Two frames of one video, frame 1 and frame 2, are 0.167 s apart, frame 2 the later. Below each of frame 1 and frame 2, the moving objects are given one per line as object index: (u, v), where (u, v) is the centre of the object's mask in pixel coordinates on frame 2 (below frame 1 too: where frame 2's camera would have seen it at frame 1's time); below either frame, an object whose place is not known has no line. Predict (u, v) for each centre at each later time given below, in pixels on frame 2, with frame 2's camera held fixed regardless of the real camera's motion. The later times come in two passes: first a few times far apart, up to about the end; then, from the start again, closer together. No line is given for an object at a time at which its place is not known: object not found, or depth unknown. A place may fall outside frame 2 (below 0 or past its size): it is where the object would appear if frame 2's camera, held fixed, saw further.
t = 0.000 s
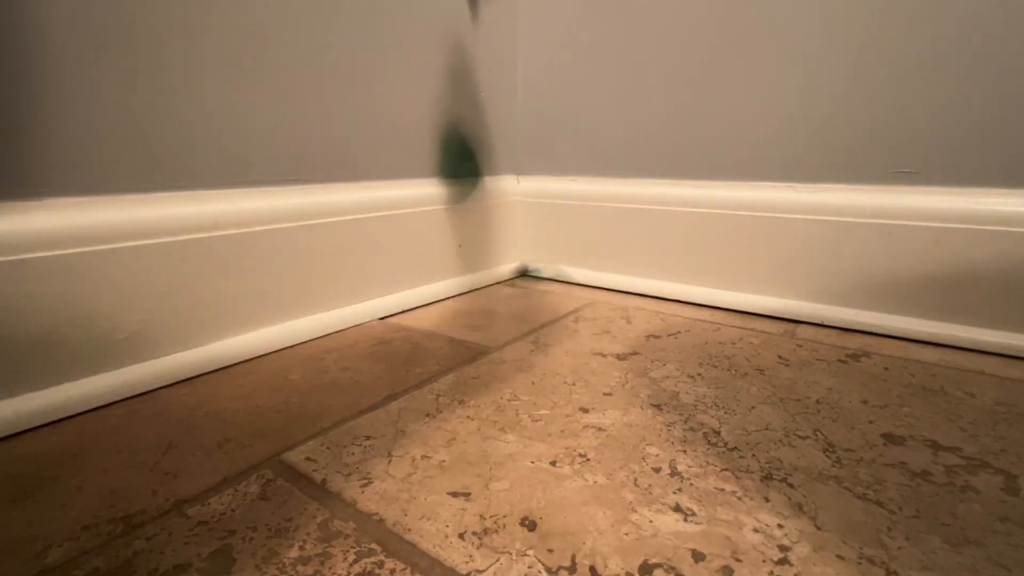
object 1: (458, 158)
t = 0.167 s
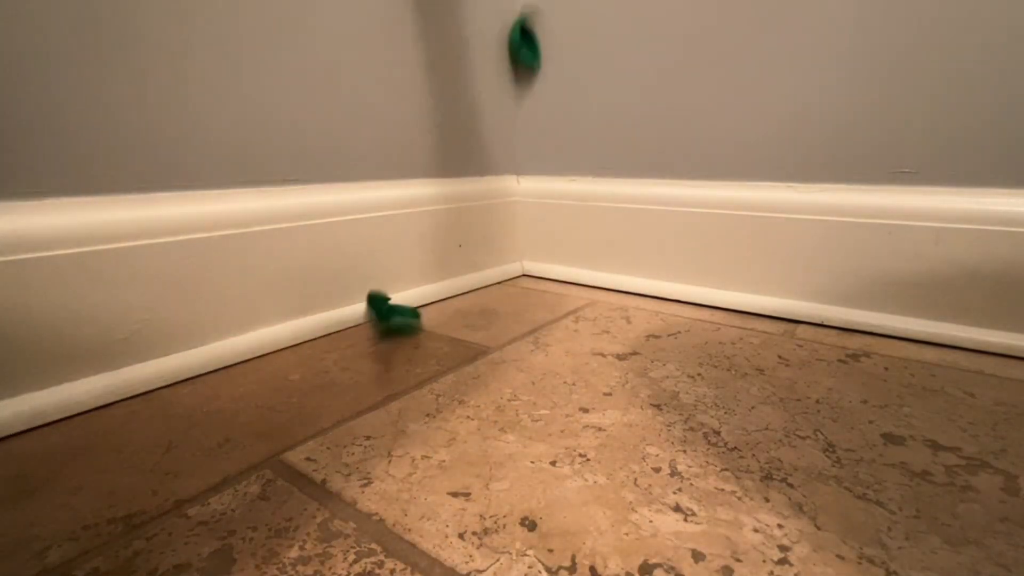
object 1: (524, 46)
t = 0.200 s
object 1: (522, 53)
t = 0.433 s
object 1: (520, 187)
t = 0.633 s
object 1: (563, 275)
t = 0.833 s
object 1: (571, 286)
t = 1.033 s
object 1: (573, 287)
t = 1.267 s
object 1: (573, 288)
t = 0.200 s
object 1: (522, 53)
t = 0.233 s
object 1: (522, 62)
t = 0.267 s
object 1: (524, 80)
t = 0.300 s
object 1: (522, 103)
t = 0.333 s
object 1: (521, 131)
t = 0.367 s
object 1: (519, 162)
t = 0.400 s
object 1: (517, 183)
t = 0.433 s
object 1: (520, 187)
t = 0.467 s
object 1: (529, 196)
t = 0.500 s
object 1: (541, 216)
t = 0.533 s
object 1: (550, 242)
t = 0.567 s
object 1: (561, 273)
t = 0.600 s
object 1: (562, 277)
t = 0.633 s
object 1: (563, 275)
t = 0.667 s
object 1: (566, 277)
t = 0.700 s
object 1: (567, 282)
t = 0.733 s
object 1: (567, 283)
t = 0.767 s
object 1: (569, 284)
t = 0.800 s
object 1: (571, 285)
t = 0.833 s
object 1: (571, 286)
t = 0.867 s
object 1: (572, 287)
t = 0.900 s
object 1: (573, 287)
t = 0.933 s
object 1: (574, 287)
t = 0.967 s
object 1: (574, 287)
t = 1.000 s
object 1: (574, 287)
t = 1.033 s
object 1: (573, 287)
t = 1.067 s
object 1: (573, 287)
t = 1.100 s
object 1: (573, 287)
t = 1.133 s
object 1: (573, 288)
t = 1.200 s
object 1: (573, 288)
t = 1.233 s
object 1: (573, 287)
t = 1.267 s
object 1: (573, 288)
